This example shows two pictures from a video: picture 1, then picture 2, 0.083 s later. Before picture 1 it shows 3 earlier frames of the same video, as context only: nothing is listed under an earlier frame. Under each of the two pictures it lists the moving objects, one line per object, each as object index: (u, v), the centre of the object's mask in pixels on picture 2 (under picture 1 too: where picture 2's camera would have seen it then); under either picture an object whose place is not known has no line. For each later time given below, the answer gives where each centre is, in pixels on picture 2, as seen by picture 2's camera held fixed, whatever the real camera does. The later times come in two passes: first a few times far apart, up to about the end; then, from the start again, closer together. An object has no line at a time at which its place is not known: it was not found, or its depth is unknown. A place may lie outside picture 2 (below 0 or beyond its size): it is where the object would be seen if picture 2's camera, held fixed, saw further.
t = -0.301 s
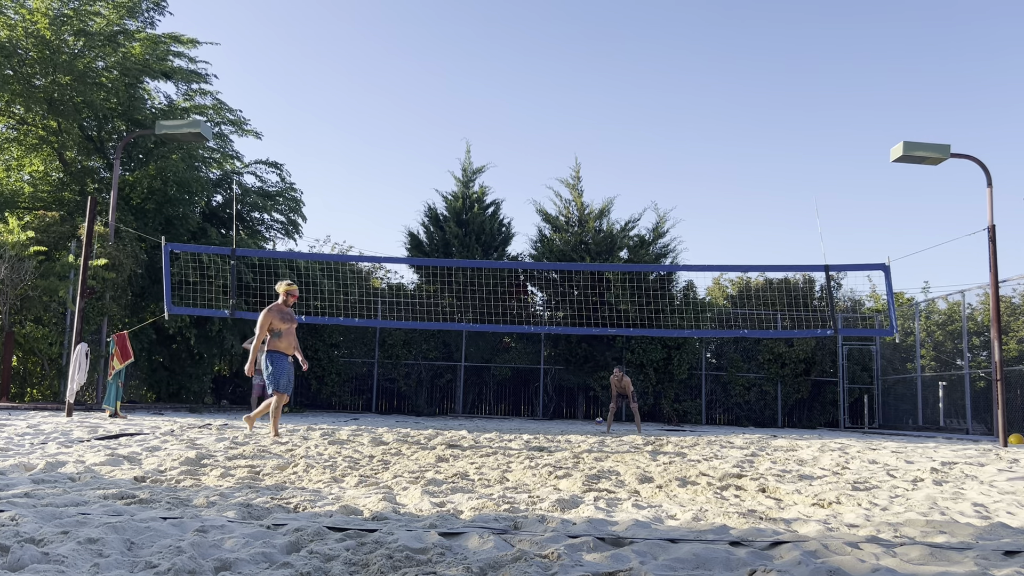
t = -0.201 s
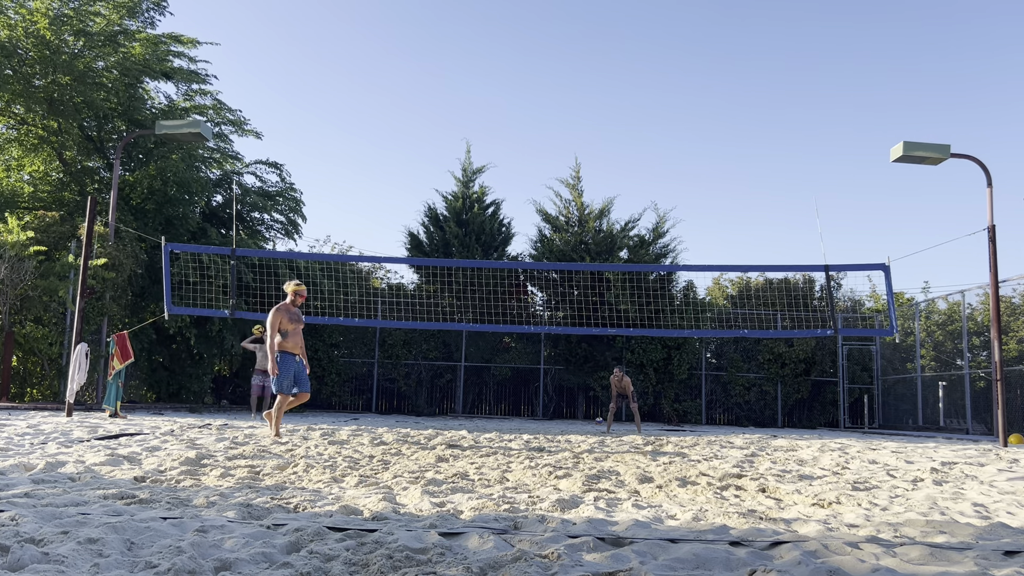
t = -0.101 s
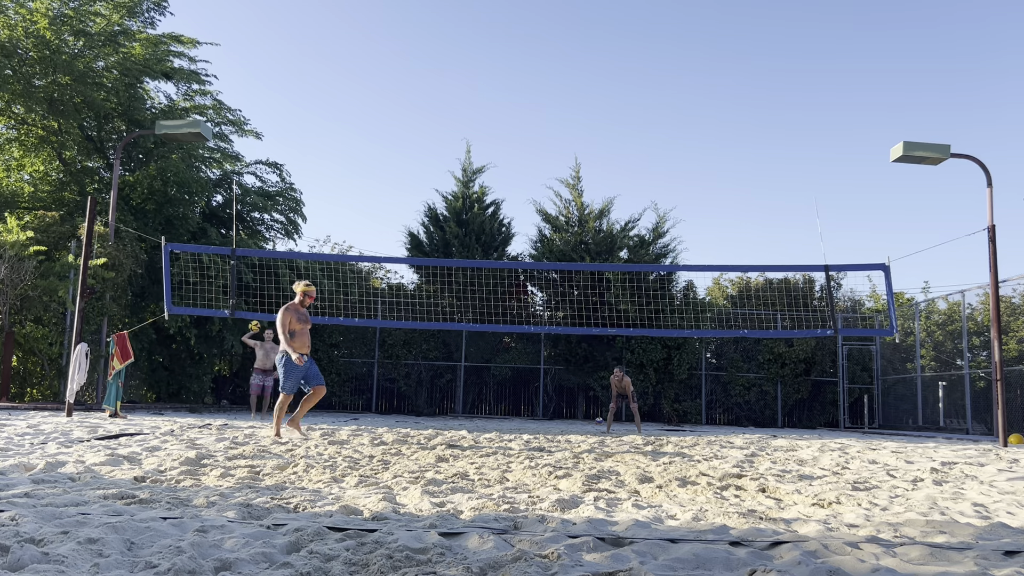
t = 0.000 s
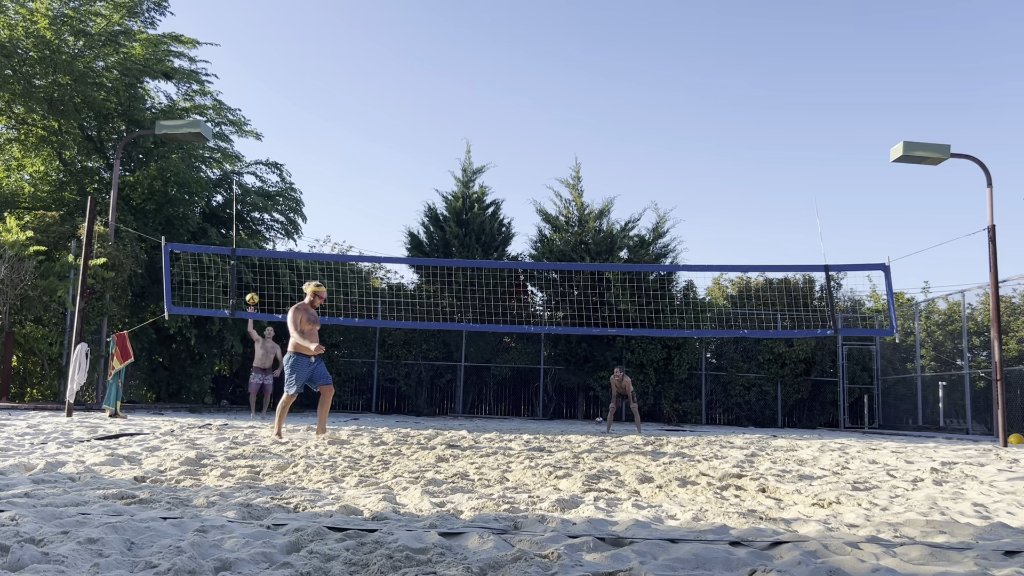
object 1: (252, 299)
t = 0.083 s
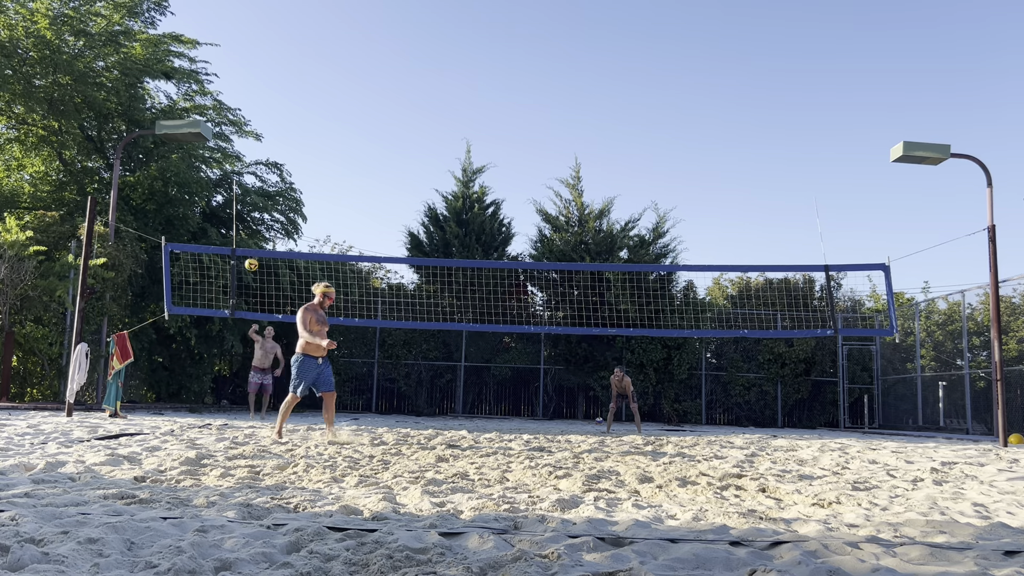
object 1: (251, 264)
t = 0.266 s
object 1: (250, 196)
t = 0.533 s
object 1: (248, 115)
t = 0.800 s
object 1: (248, 65)
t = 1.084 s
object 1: (247, 64)
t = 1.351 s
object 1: (245, 151)
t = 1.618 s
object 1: (235, 427)
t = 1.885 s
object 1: (289, 424)
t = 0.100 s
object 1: (251, 260)
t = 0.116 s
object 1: (251, 248)
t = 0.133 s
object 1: (251, 244)
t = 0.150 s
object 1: (250, 239)
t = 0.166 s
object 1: (250, 232)
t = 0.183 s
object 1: (250, 227)
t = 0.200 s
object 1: (250, 220)
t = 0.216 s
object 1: (250, 214)
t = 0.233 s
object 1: (250, 208)
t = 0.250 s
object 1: (250, 202)
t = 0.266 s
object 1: (250, 196)
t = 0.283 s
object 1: (250, 191)
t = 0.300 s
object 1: (249, 185)
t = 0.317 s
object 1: (249, 180)
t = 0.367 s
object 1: (249, 163)
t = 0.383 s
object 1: (249, 159)
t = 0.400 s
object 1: (250, 153)
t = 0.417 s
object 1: (250, 148)
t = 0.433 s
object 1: (249, 143)
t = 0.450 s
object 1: (249, 138)
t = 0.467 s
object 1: (249, 133)
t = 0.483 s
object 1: (249, 128)
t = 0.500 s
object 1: (249, 124)
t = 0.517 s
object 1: (249, 120)
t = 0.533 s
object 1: (248, 115)
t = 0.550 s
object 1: (248, 111)
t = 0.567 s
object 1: (248, 107)
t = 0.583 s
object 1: (249, 103)
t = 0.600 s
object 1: (248, 99)
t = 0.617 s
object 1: (249, 95)
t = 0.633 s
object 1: (248, 92)
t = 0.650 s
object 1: (248, 89)
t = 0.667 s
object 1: (248, 85)
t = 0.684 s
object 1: (248, 82)
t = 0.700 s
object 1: (248, 79)
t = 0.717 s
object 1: (248, 76)
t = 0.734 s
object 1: (248, 74)
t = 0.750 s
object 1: (248, 71)
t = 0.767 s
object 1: (248, 69)
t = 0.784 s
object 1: (248, 66)
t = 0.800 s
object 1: (248, 65)
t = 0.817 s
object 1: (248, 63)
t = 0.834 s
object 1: (248, 61)
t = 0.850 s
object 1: (248, 60)
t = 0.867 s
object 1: (248, 59)
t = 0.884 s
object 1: (248, 58)
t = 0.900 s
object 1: (248, 57)
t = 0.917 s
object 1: (248, 56)
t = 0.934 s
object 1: (248, 56)
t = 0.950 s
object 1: (248, 56)
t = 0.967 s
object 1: (247, 56)
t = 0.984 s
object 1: (247, 56)
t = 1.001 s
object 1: (248, 56)
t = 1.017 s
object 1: (247, 57)
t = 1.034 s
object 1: (247, 59)
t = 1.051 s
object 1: (247, 60)
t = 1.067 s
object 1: (247, 62)
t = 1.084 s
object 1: (247, 64)
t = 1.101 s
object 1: (247, 66)
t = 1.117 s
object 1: (247, 69)
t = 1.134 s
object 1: (247, 72)
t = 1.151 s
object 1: (247, 75)
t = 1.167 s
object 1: (246, 79)
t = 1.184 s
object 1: (246, 83)
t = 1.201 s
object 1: (246, 88)
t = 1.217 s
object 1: (246, 92)
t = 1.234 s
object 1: (246, 98)
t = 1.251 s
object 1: (246, 104)
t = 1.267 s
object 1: (245, 110)
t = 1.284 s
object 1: (245, 117)
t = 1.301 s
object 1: (245, 125)
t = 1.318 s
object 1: (245, 133)
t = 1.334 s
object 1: (245, 142)
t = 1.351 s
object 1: (245, 151)
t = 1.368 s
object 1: (244, 161)
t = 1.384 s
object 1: (244, 172)
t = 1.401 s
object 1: (244, 184)
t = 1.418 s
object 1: (243, 196)
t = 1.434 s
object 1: (243, 209)
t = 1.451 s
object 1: (242, 223)
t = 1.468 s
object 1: (242, 238)
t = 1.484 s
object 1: (241, 253)
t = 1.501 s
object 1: (241, 270)
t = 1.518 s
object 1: (240, 288)
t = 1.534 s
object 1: (239, 307)
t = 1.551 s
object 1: (238, 328)
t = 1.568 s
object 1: (237, 350)
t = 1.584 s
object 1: (236, 374)
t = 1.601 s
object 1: (236, 399)
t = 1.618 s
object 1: (235, 427)
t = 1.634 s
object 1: (234, 456)
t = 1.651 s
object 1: (233, 480)
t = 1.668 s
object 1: (237, 475)
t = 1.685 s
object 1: (241, 468)
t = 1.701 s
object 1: (244, 462)
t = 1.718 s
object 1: (248, 456)
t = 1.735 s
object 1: (252, 451)
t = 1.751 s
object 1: (256, 445)
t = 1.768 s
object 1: (260, 441)
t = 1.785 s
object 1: (264, 437)
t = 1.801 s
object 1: (268, 433)
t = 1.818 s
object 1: (272, 430)
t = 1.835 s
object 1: (276, 428)
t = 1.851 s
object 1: (281, 426)
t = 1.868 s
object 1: (285, 425)
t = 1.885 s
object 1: (289, 424)
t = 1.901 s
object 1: (294, 424)
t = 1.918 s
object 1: (298, 425)
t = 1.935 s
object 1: (303, 426)
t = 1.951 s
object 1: (308, 428)
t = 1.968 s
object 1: (312, 431)
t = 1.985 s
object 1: (317, 435)
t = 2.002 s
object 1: (322, 439)
